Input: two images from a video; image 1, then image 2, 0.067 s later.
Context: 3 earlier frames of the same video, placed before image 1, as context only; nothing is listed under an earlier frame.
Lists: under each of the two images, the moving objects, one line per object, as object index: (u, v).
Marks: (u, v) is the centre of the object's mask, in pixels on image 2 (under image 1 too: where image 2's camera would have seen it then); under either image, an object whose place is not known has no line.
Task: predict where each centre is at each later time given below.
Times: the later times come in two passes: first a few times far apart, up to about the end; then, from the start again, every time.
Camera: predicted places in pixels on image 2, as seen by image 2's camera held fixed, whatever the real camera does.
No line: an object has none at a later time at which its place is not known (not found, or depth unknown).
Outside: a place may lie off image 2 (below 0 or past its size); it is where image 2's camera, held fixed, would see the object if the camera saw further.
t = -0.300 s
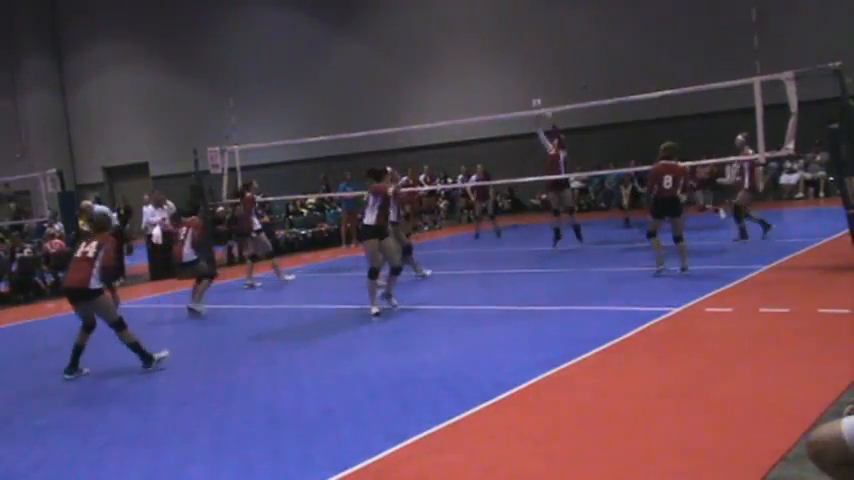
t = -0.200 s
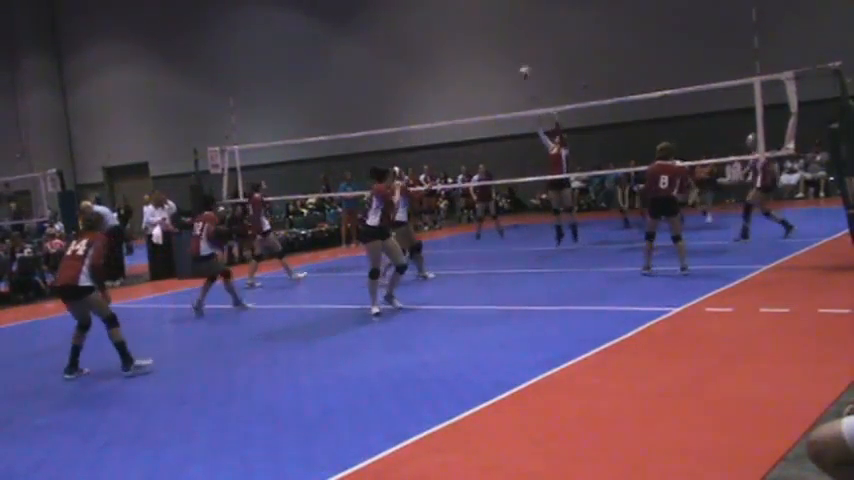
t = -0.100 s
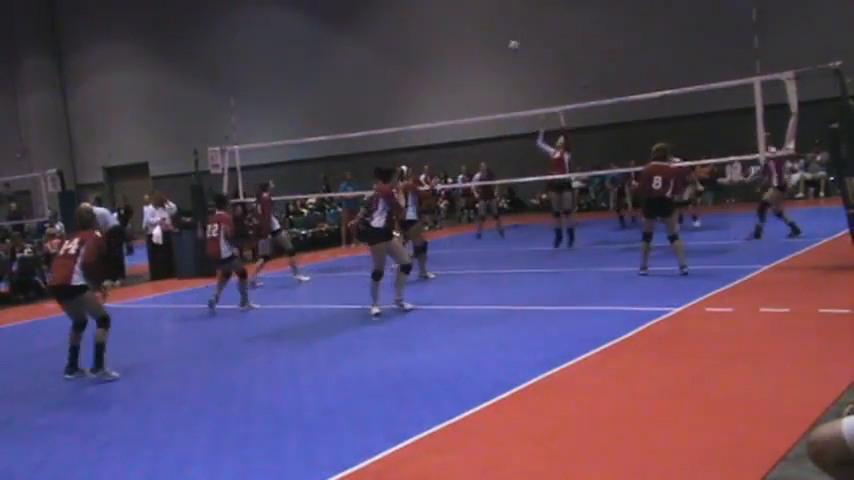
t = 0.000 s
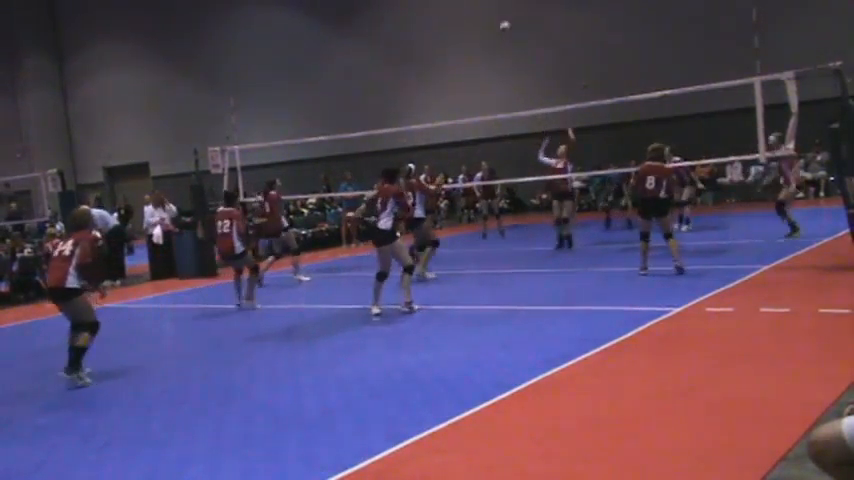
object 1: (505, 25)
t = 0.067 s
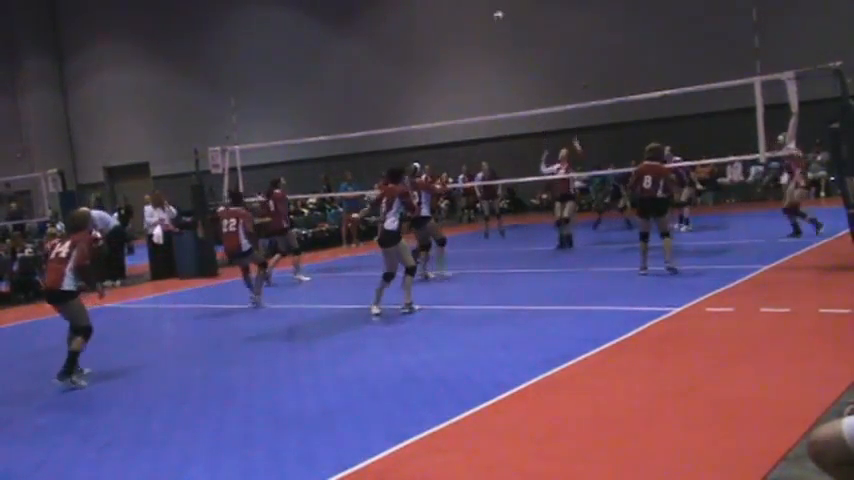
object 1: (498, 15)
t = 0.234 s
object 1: (484, 4)
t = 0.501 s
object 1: (467, 18)
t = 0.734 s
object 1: (455, 60)
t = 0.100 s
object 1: (495, 11)
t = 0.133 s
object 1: (492, 8)
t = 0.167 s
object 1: (489, 7)
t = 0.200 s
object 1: (486, 5)
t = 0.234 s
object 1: (484, 4)
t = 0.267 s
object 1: (482, 3)
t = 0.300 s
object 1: (479, 4)
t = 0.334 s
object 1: (477, 4)
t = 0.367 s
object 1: (475, 6)
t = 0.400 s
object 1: (473, 8)
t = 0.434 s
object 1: (471, 10)
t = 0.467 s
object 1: (468, 13)
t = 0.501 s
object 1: (467, 18)
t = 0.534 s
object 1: (464, 21)
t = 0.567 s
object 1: (463, 27)
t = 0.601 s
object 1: (461, 32)
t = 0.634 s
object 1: (460, 38)
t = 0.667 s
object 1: (458, 44)
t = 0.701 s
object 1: (457, 52)
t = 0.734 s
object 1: (455, 60)
